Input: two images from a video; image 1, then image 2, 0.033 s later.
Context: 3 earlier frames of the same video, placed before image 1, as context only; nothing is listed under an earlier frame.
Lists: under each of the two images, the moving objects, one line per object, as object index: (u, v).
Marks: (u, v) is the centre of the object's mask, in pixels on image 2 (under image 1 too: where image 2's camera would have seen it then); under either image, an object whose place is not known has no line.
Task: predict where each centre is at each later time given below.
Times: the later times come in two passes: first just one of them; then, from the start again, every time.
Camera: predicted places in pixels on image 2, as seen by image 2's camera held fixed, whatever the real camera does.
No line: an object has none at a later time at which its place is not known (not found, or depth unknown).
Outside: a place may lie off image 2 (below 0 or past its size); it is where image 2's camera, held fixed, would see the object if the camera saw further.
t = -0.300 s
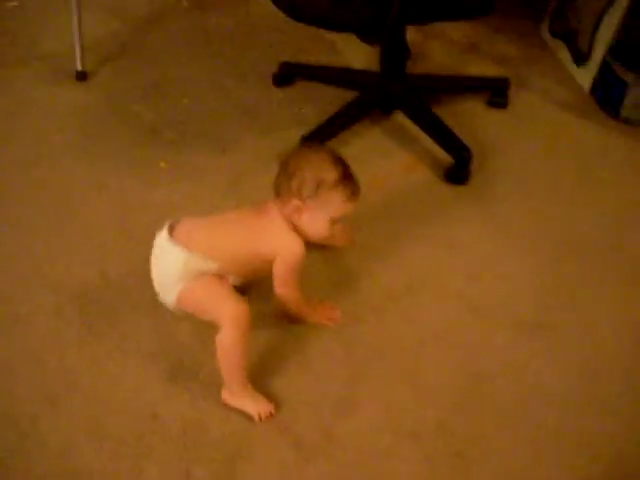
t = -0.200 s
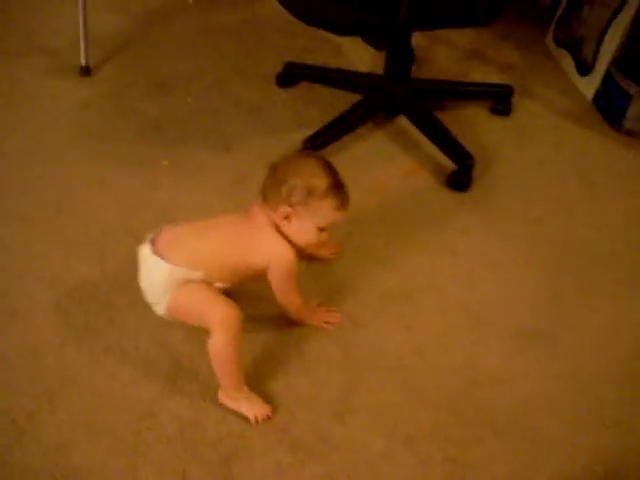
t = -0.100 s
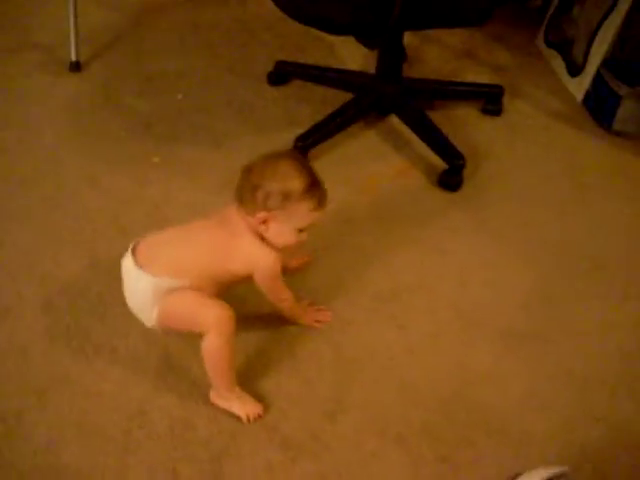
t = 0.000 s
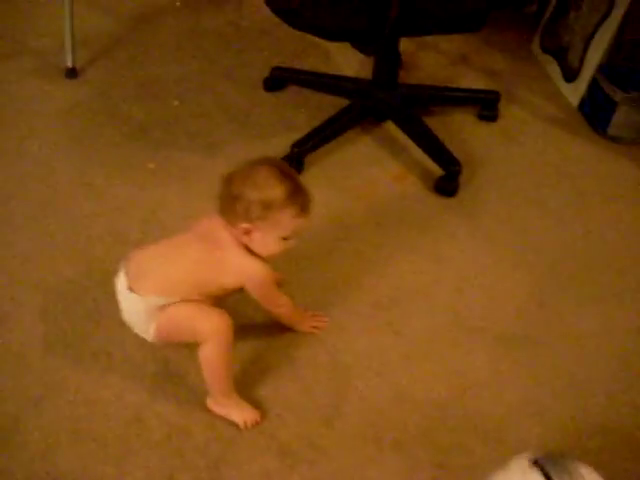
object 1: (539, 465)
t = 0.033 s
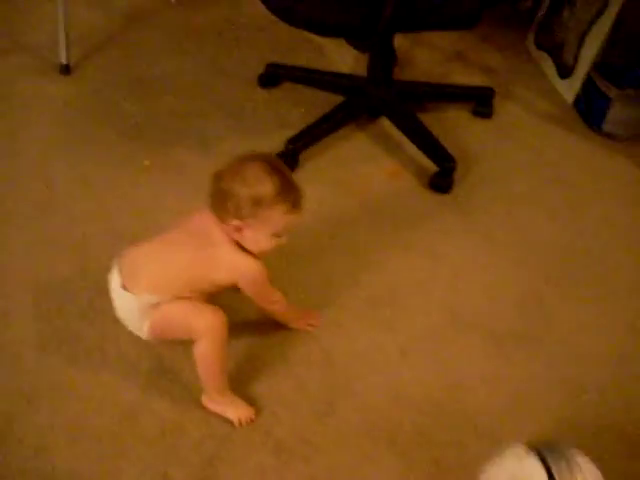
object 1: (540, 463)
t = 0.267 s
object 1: (545, 465)
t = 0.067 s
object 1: (541, 464)
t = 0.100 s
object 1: (542, 465)
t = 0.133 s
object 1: (542, 466)
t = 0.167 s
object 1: (543, 468)
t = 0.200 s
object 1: (544, 468)
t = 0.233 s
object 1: (544, 468)
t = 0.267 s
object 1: (545, 465)
